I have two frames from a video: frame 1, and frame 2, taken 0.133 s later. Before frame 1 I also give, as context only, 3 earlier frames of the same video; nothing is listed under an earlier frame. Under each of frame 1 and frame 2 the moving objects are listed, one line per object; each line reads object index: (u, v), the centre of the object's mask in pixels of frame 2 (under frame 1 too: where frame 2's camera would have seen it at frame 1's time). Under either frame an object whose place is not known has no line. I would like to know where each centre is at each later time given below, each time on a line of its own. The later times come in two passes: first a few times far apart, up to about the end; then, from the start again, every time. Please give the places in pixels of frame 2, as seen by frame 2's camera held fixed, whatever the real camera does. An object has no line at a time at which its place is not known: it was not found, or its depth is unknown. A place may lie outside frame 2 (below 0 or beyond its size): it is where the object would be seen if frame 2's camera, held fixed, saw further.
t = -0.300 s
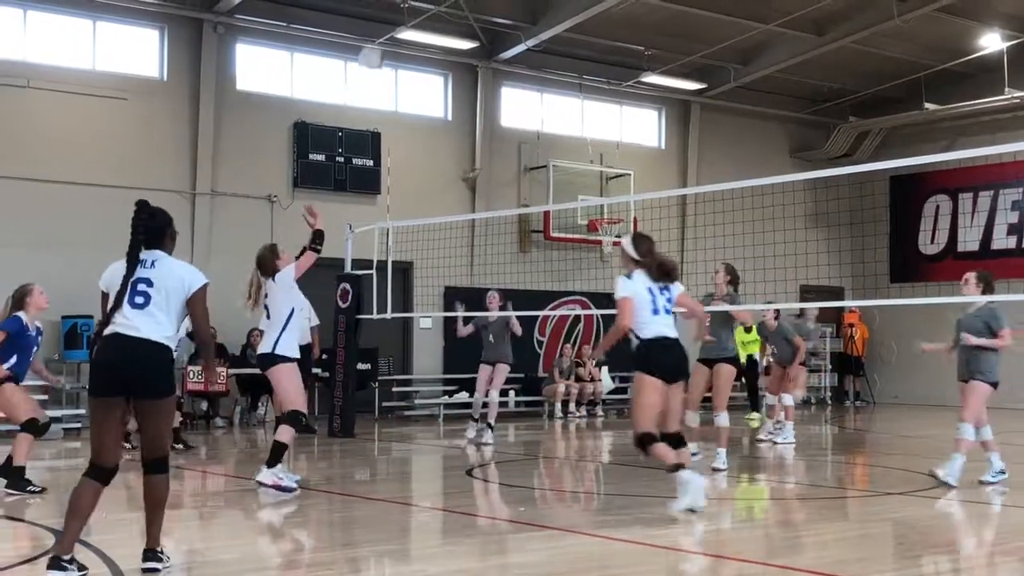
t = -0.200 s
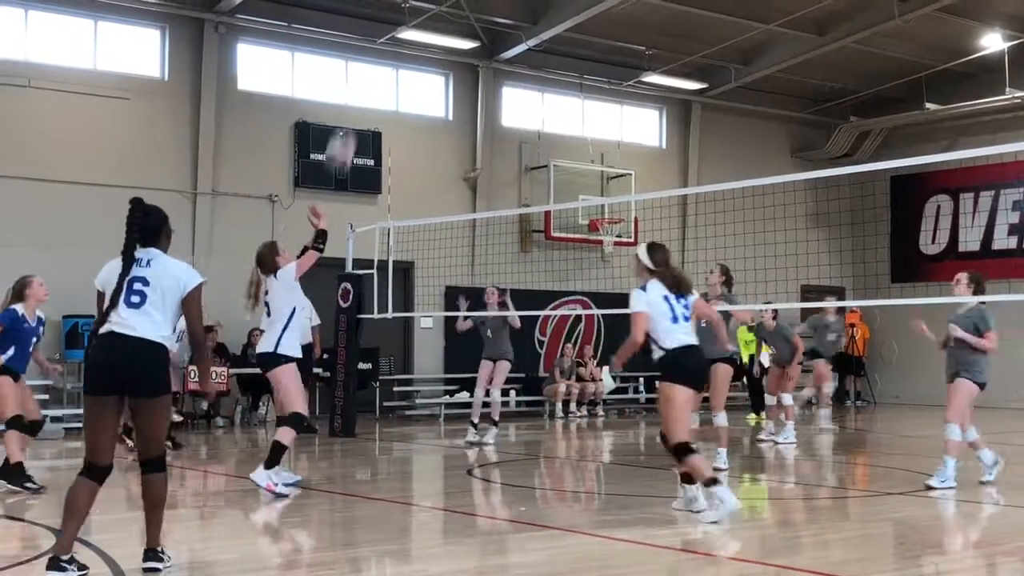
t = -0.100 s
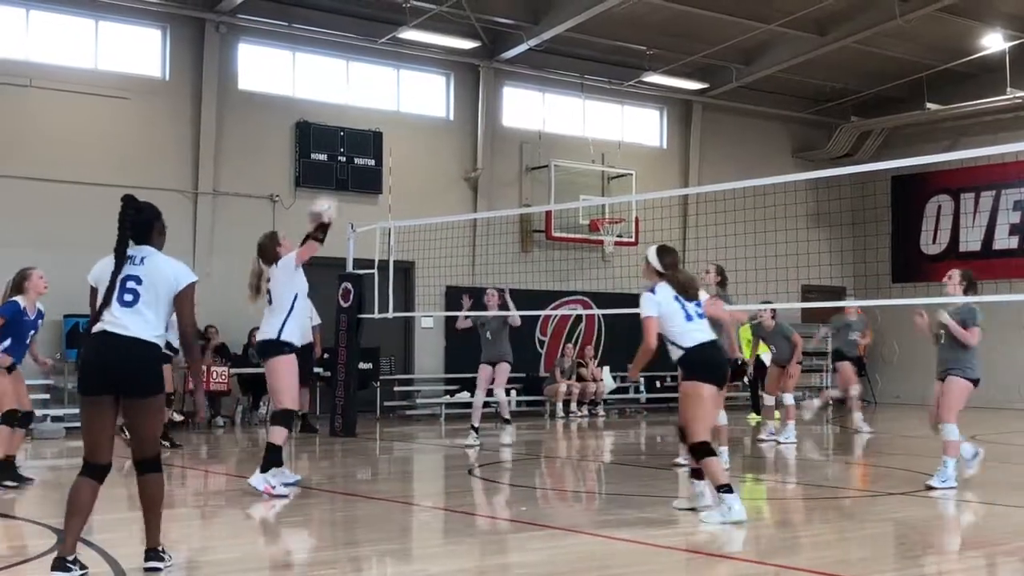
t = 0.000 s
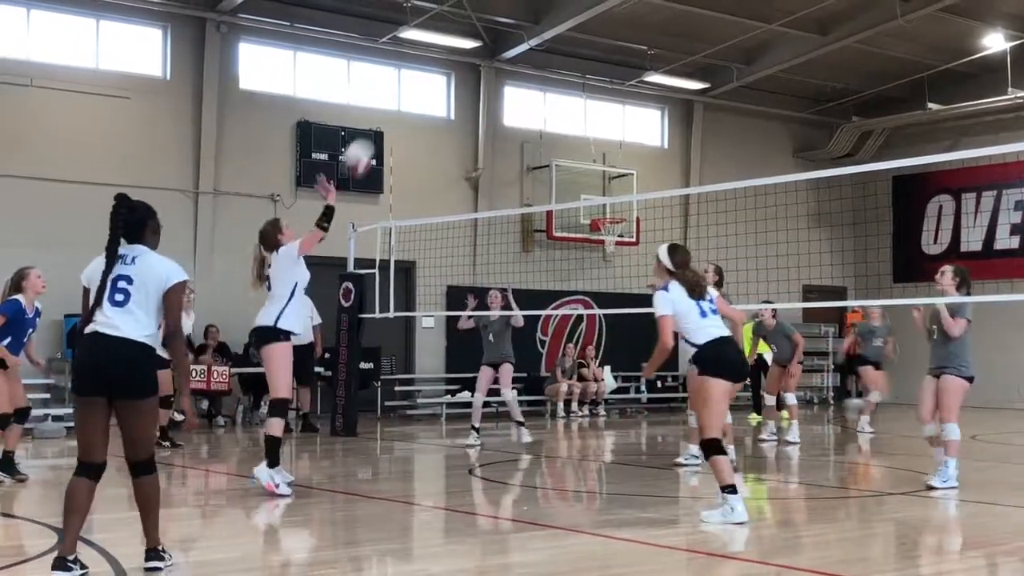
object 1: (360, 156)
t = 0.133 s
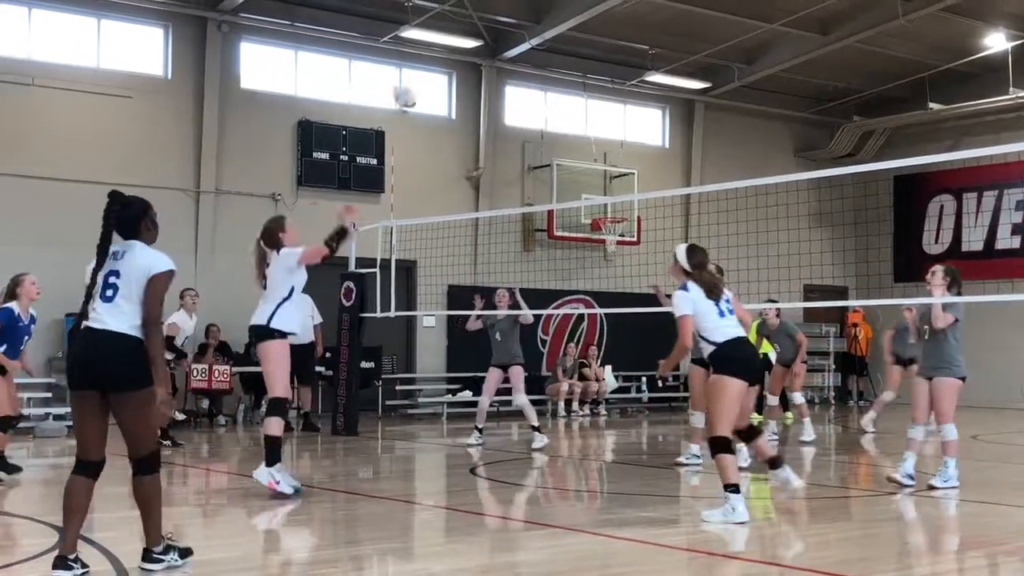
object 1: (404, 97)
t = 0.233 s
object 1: (441, 64)
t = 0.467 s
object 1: (521, 51)
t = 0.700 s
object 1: (609, 121)
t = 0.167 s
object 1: (415, 84)
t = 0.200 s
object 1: (429, 72)
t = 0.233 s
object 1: (441, 64)
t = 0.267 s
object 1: (451, 59)
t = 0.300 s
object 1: (463, 54)
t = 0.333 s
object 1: (475, 50)
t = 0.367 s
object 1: (487, 47)
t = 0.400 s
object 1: (497, 47)
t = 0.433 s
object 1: (509, 48)
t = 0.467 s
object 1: (521, 51)
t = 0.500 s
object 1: (534, 55)
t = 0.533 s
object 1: (547, 62)
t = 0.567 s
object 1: (558, 70)
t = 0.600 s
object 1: (571, 78)
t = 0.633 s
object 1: (583, 89)
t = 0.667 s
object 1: (596, 102)
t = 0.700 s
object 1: (609, 121)
